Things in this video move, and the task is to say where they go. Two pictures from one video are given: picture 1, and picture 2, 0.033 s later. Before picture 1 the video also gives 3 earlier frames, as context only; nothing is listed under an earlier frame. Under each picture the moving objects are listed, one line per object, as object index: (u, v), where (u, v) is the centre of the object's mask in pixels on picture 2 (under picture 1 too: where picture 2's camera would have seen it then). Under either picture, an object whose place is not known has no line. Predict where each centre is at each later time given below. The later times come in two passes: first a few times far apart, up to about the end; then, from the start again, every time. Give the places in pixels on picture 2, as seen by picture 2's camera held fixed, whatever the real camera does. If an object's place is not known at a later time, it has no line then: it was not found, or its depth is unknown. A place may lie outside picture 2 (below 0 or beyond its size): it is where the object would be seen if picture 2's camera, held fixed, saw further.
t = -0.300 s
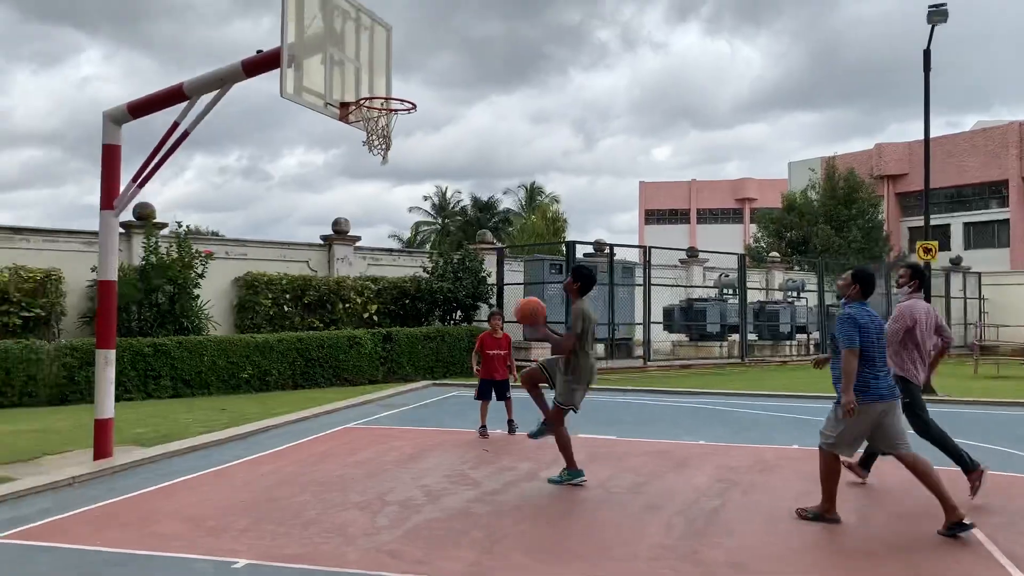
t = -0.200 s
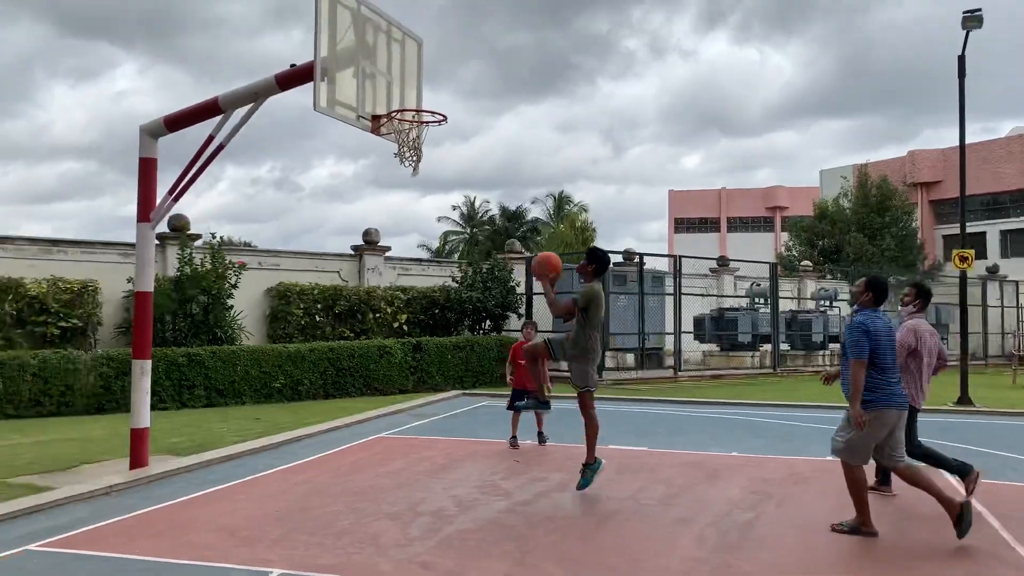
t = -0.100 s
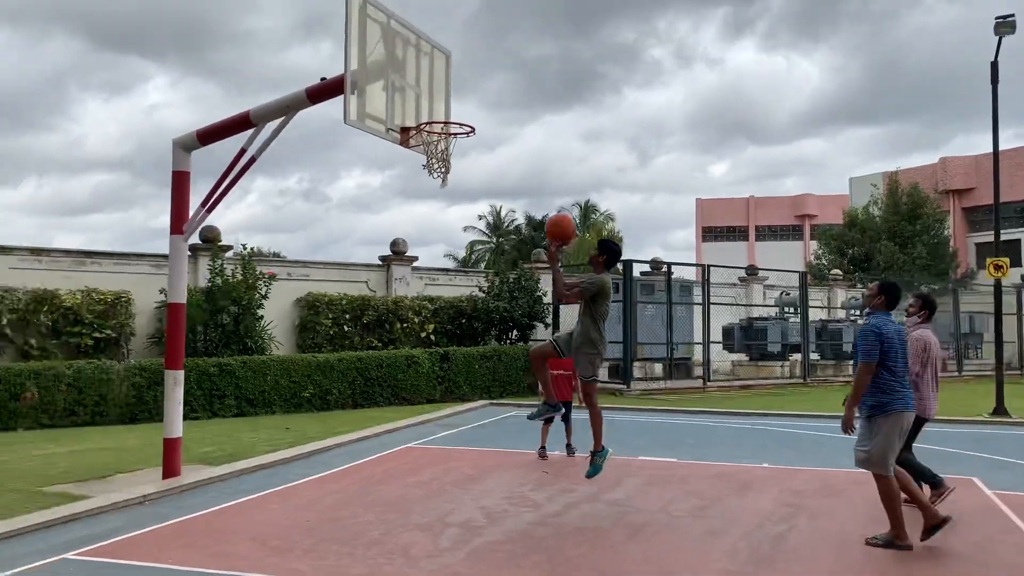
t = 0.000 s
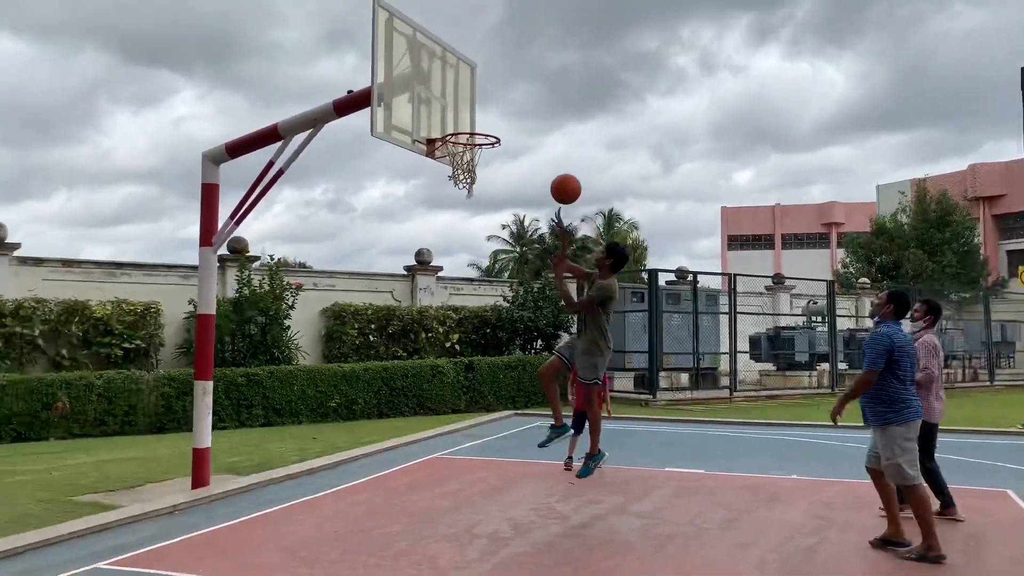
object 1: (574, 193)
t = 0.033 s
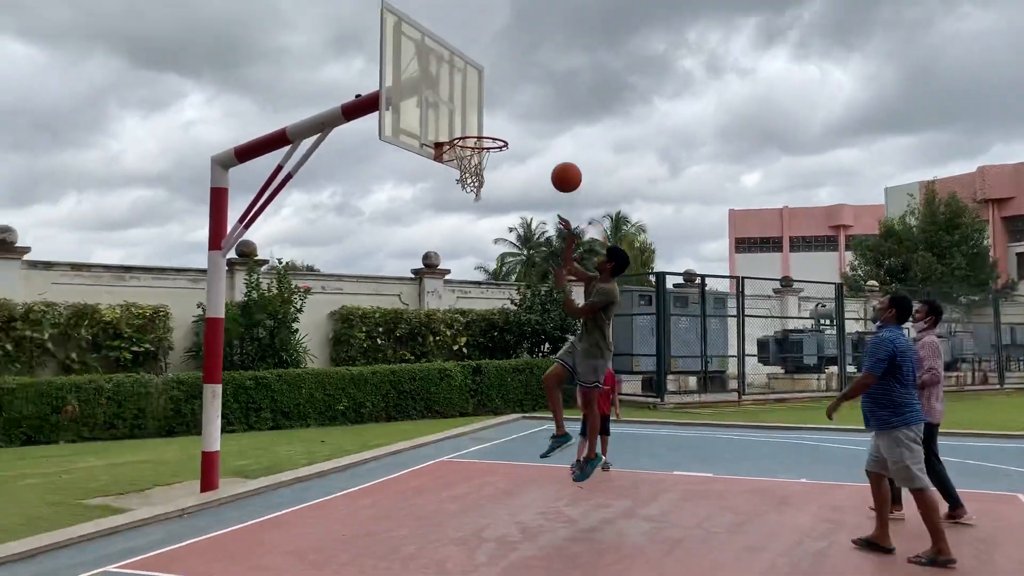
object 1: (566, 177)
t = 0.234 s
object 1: (523, 118)
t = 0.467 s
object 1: (471, 109)
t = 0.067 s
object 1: (559, 164)
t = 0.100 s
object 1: (552, 151)
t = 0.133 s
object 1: (544, 141)
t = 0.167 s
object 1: (537, 132)
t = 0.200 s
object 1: (530, 124)
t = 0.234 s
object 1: (523, 118)
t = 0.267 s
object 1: (515, 113)
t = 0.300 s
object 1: (508, 109)
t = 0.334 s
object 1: (500, 106)
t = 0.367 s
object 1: (493, 105)
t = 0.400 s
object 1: (485, 105)
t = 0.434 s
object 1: (478, 106)
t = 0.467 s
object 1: (471, 109)
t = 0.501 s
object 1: (464, 113)
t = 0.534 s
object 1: (457, 118)
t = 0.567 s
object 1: (450, 124)
